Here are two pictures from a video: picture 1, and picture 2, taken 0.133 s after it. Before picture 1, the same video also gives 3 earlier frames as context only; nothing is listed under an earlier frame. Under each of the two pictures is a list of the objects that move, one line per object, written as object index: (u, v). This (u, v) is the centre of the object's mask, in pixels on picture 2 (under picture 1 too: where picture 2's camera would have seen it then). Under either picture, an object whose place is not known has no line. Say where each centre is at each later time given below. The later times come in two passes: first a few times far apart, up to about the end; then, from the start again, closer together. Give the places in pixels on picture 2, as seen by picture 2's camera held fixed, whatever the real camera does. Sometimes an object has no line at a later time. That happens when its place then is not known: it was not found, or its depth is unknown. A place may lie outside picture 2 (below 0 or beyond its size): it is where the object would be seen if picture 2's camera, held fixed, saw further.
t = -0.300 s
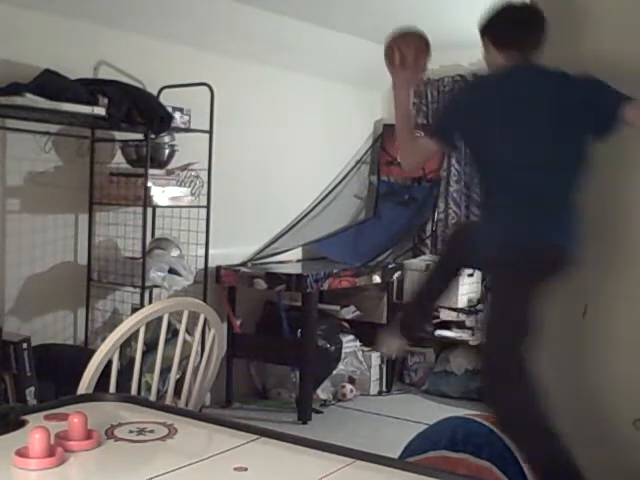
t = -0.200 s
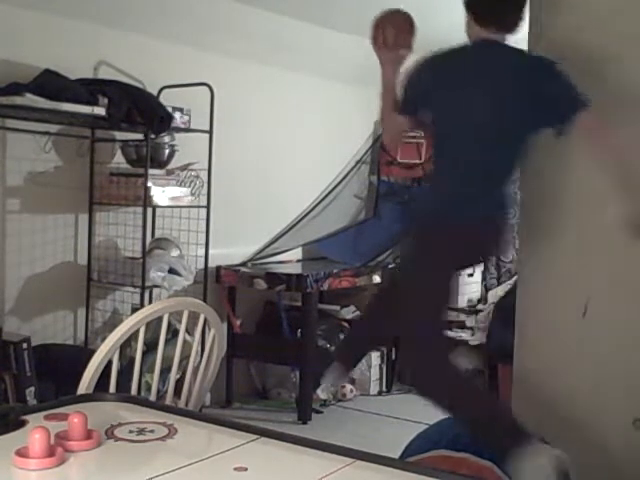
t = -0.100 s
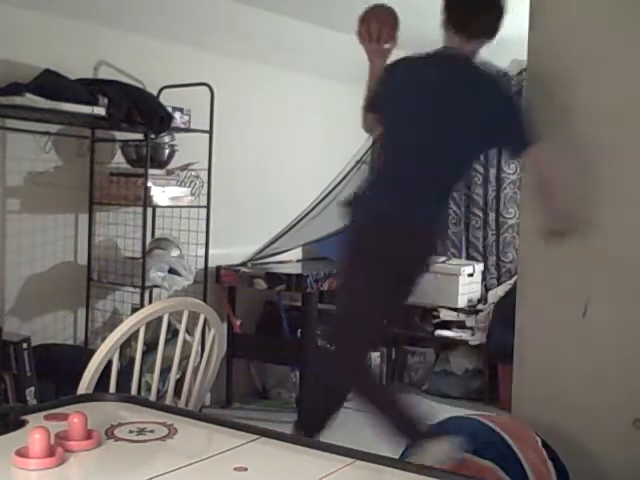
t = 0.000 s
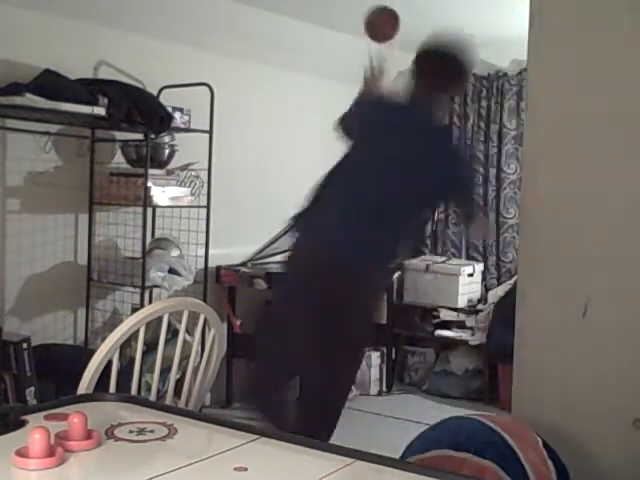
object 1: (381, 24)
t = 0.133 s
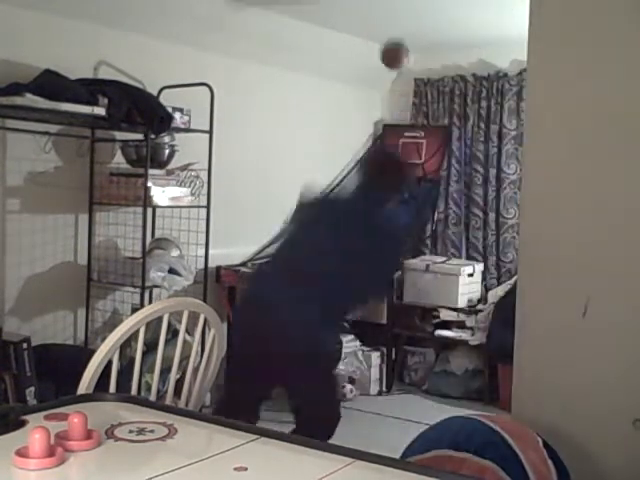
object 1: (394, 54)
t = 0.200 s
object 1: (397, 78)
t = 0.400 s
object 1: (405, 170)
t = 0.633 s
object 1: (420, 263)
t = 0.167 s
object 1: (396, 65)
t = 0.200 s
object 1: (397, 78)
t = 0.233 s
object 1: (397, 91)
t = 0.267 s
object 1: (399, 107)
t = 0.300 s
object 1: (403, 121)
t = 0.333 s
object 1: (407, 134)
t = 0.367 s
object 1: (407, 151)
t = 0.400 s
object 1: (405, 170)
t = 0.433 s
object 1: (407, 173)
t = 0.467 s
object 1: (409, 181)
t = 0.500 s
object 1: (410, 193)
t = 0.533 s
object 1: (413, 207)
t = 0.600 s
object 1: (418, 240)
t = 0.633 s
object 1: (420, 263)
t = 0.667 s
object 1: (417, 292)
